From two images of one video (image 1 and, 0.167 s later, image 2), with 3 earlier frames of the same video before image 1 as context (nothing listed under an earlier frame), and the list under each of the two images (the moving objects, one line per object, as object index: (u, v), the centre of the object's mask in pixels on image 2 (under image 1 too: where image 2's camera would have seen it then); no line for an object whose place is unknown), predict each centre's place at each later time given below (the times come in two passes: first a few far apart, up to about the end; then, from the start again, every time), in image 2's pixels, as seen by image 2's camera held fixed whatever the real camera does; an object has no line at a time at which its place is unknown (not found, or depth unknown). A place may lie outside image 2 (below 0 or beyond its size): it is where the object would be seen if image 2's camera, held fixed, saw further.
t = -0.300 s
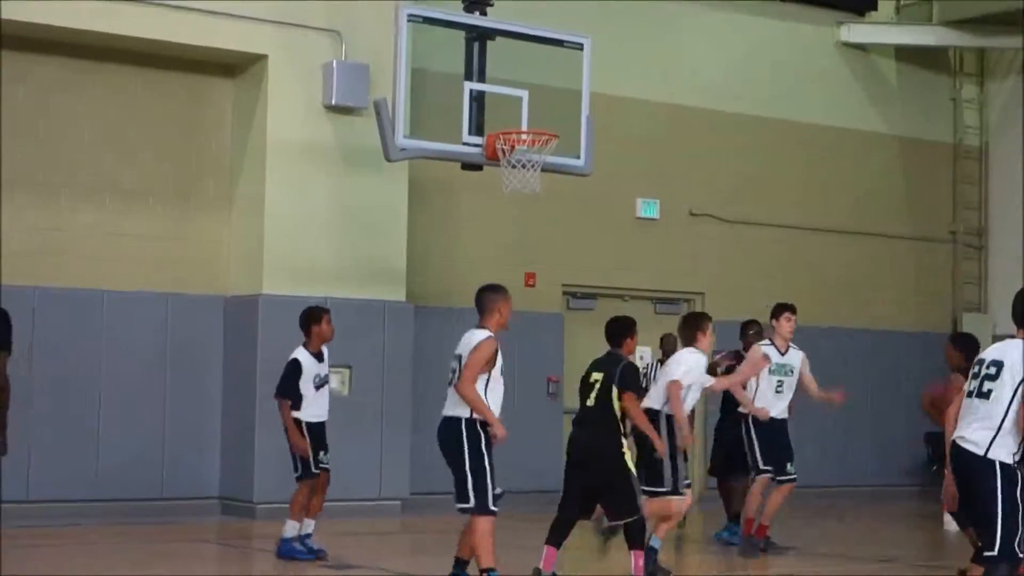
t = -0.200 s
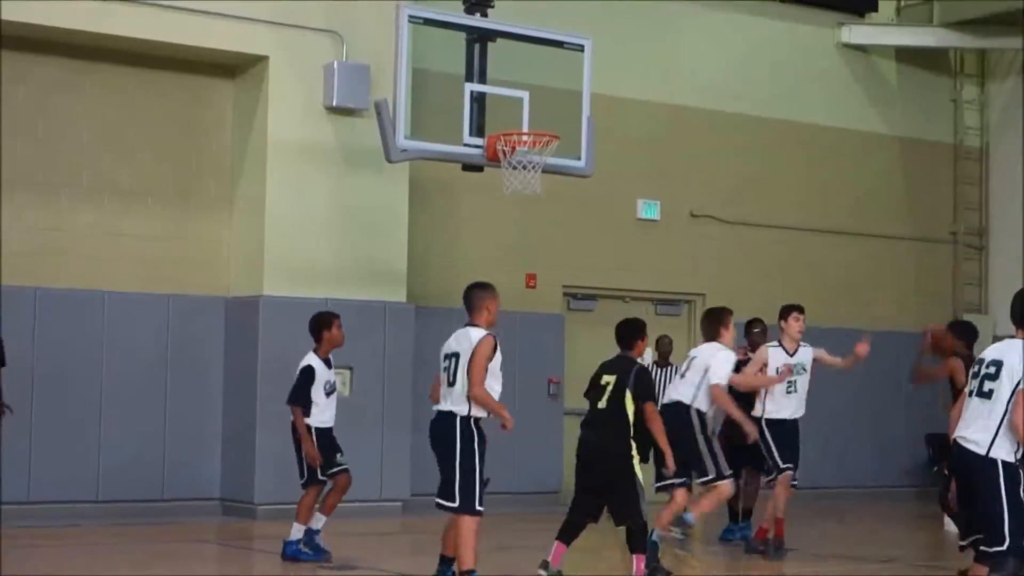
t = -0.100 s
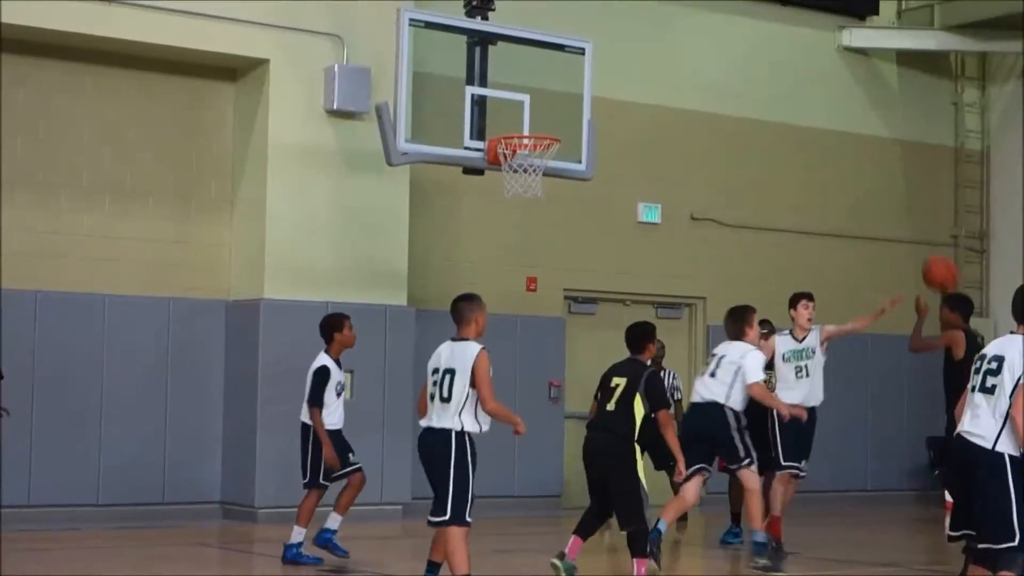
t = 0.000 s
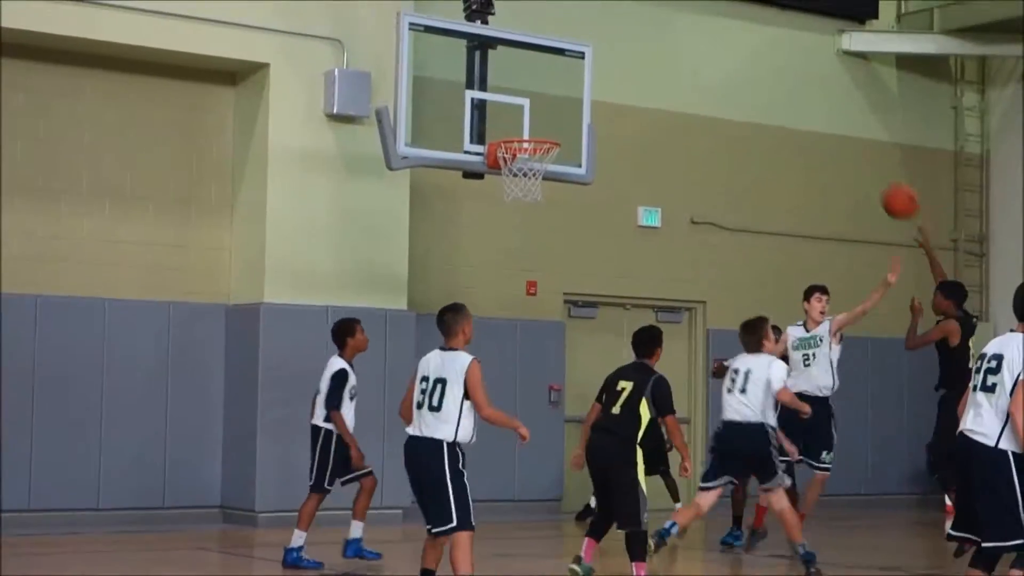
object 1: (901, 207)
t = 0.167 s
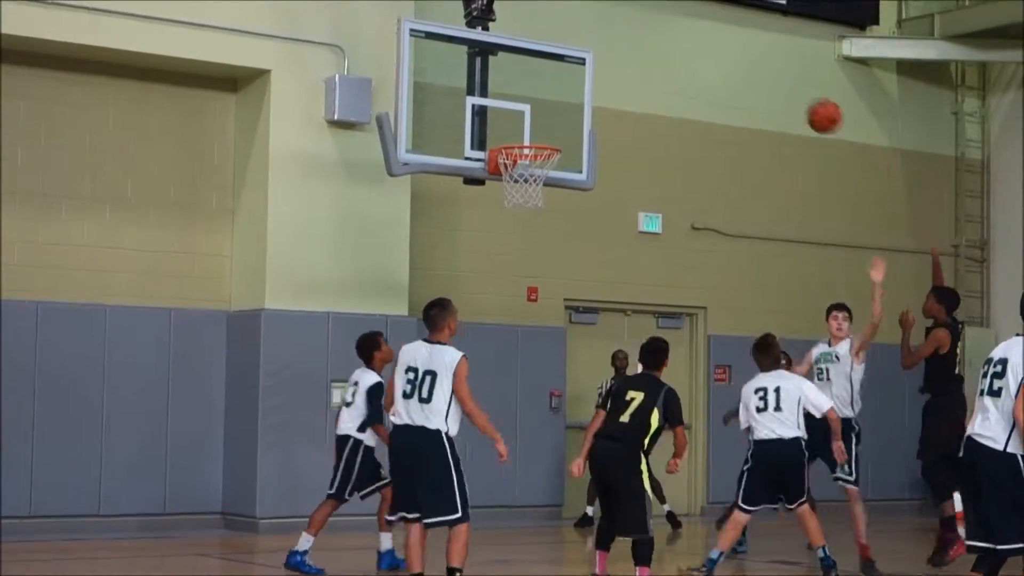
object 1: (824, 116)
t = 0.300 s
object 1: (765, 72)
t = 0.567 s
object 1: (650, 59)
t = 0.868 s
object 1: (536, 131)
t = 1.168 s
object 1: (504, 116)
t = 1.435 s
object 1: (513, 132)
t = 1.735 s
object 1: (539, 153)
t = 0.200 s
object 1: (809, 103)
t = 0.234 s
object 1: (794, 91)
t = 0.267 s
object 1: (779, 81)
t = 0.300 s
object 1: (765, 72)
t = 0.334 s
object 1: (750, 65)
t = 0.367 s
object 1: (736, 59)
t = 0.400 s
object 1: (721, 56)
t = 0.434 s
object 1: (707, 53)
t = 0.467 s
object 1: (692, 52)
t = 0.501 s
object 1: (678, 53)
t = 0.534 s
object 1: (664, 55)
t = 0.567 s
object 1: (650, 59)
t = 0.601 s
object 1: (636, 64)
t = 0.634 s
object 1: (622, 70)
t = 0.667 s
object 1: (609, 78)
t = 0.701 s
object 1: (595, 87)
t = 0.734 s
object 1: (581, 98)
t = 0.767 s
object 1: (568, 110)
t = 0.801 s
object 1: (555, 123)
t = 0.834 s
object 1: (544, 132)
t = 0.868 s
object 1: (536, 131)
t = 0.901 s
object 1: (529, 130)
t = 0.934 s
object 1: (522, 131)
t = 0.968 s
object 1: (515, 132)
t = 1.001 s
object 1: (507, 134)
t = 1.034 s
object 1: (506, 132)
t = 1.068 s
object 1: (505, 126)
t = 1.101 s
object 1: (505, 121)
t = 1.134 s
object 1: (504, 118)
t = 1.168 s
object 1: (504, 116)
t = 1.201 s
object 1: (504, 116)
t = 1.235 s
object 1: (503, 116)
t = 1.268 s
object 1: (503, 118)
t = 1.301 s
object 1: (504, 118)
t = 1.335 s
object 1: (507, 120)
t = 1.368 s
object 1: (509, 123)
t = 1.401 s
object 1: (511, 126)
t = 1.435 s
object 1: (513, 132)
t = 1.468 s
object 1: (515, 135)
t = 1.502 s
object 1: (518, 133)
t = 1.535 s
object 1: (522, 132)
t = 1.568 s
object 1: (525, 133)
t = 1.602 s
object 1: (528, 134)
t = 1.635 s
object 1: (532, 135)
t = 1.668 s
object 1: (536, 137)
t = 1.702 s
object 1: (540, 141)
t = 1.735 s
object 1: (539, 153)
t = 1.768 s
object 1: (537, 162)
